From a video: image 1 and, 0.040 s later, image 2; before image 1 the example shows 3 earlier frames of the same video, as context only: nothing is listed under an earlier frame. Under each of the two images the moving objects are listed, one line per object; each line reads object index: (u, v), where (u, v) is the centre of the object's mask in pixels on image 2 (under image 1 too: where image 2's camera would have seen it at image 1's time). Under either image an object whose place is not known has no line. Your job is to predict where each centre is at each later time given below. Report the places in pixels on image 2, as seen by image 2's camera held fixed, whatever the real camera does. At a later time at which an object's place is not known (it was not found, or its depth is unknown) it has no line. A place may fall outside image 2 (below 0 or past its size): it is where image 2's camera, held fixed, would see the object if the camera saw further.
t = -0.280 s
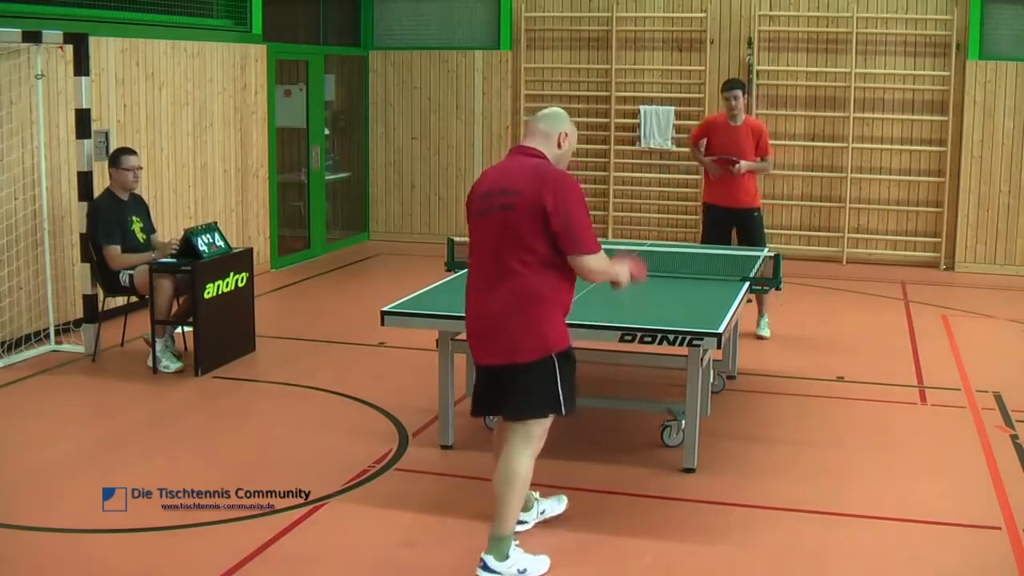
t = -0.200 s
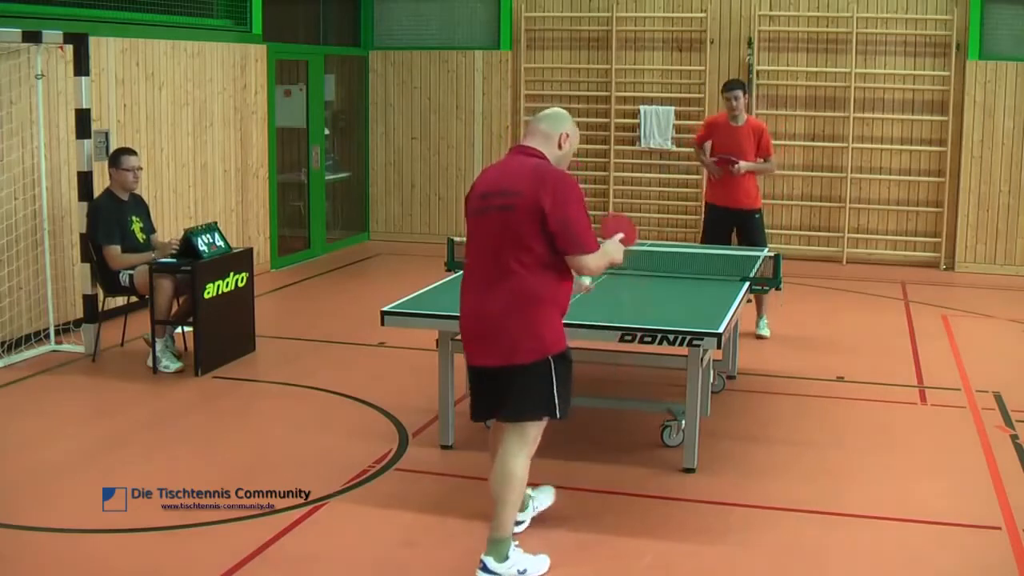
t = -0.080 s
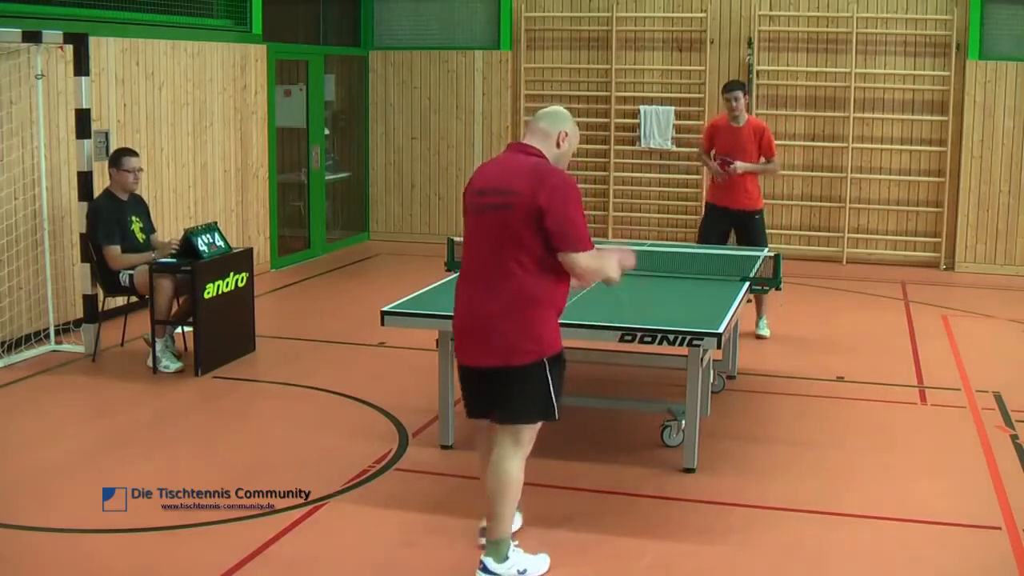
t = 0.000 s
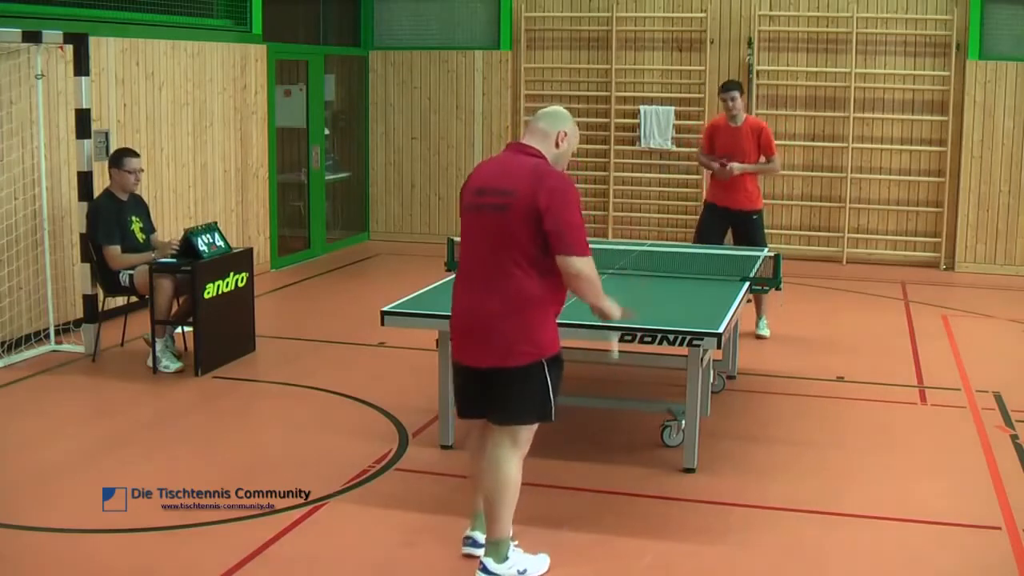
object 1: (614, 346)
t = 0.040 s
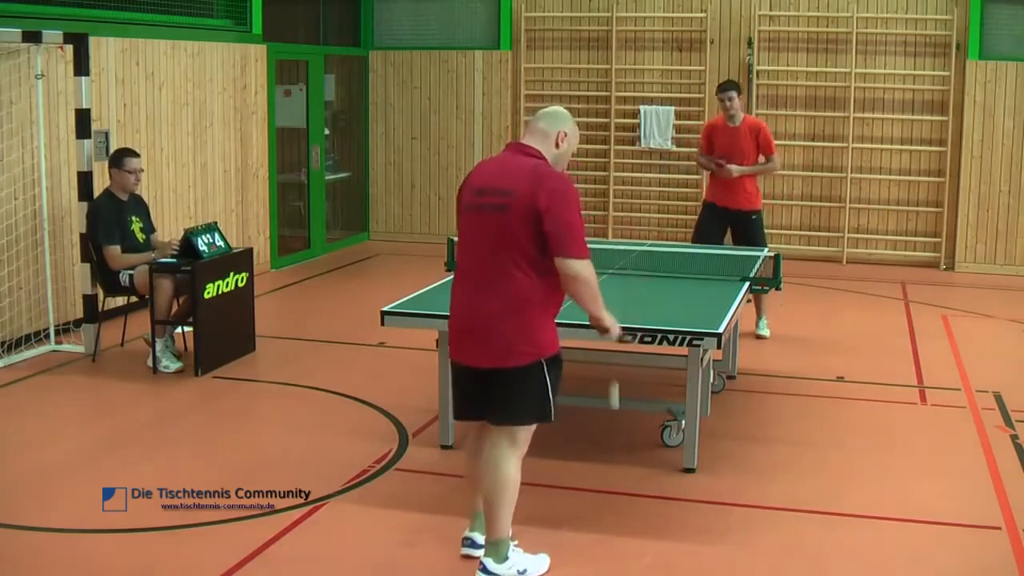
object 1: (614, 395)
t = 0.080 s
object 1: (615, 446)
